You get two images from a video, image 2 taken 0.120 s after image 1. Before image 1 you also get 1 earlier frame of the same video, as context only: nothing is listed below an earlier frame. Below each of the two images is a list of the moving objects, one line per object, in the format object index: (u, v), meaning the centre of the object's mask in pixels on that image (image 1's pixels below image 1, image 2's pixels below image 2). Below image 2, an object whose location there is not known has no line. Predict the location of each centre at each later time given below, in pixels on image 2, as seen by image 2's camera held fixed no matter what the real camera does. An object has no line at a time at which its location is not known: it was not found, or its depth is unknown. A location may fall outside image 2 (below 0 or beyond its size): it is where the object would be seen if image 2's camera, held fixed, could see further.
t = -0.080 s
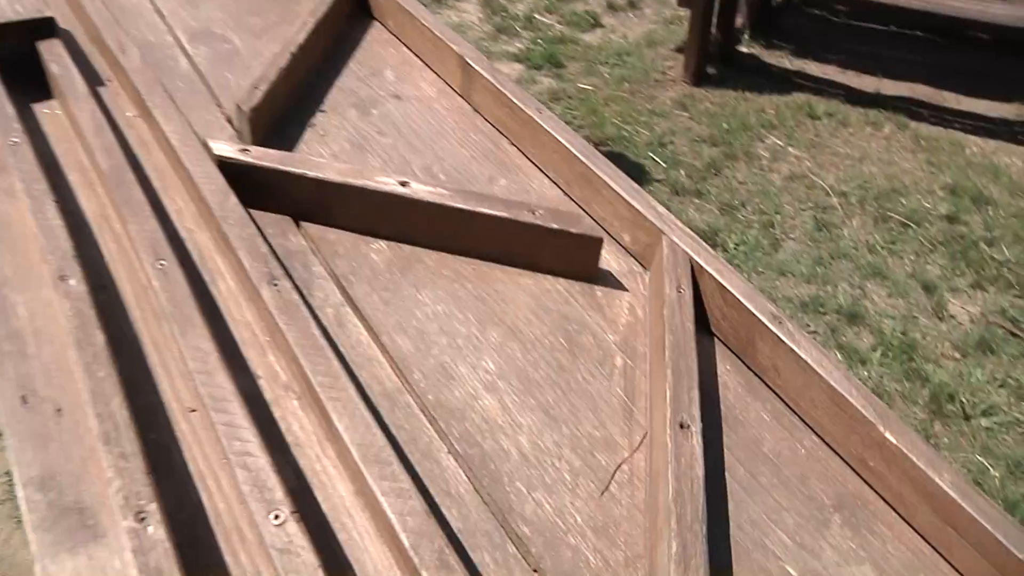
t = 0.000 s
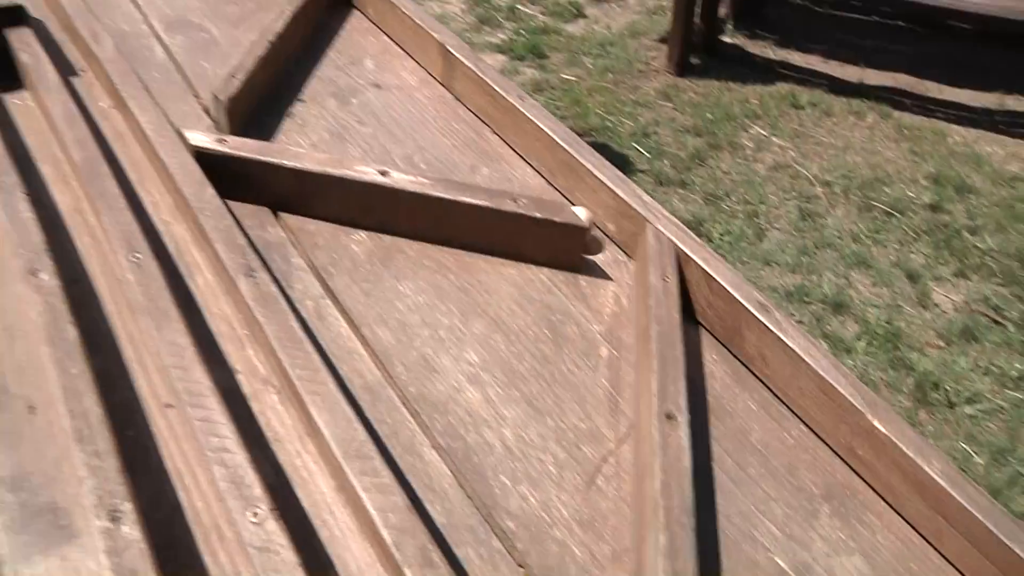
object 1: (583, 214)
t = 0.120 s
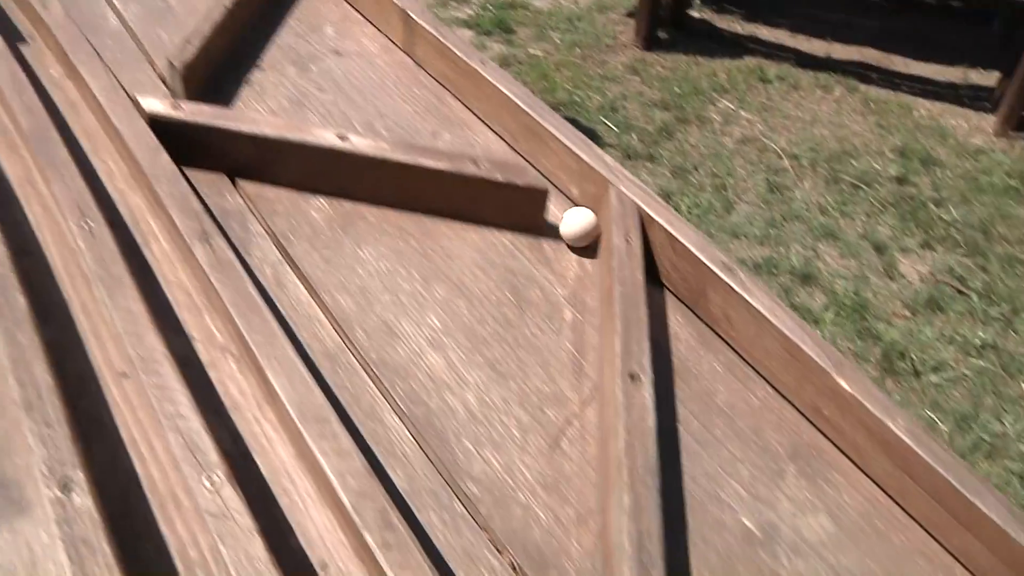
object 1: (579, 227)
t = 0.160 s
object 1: (575, 239)
